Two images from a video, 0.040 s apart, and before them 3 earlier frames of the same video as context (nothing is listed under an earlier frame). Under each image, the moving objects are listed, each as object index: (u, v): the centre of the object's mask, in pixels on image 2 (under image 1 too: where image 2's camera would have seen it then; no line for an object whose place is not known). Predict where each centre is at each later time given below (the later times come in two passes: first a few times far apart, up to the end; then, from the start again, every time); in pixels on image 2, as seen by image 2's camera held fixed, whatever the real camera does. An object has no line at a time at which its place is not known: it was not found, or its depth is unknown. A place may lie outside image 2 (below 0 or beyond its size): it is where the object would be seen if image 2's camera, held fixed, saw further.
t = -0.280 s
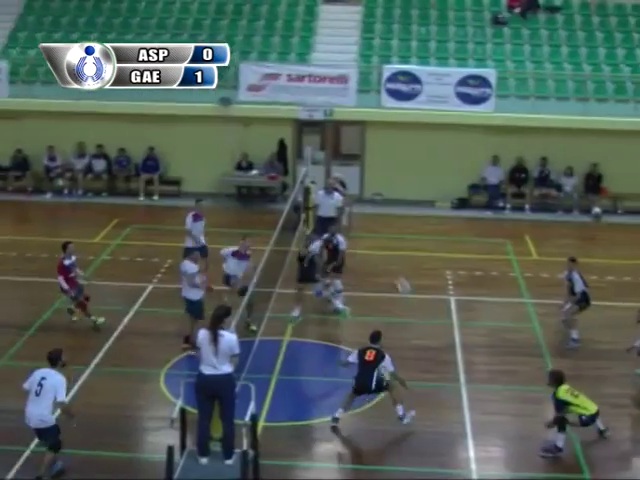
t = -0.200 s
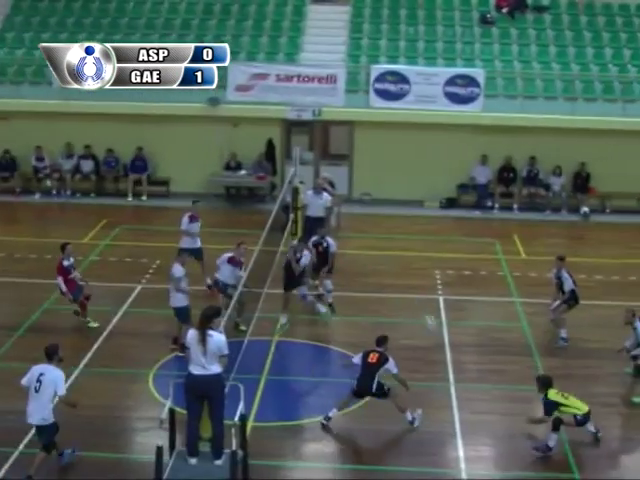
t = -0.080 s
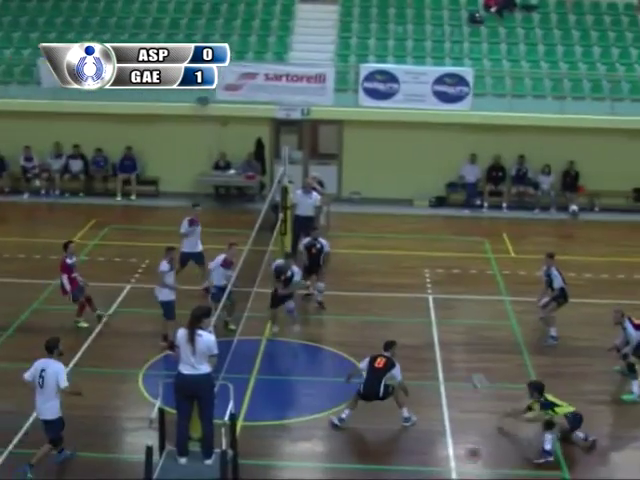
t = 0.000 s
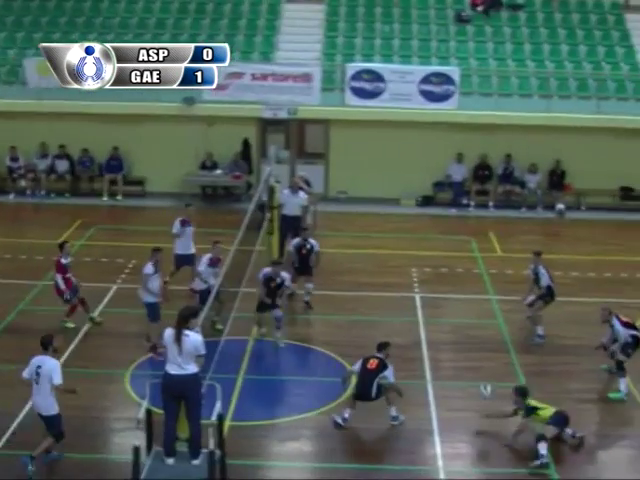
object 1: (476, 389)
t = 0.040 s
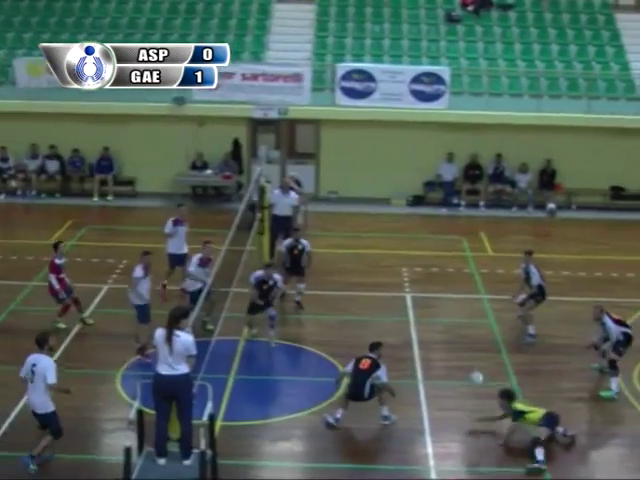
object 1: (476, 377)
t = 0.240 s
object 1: (477, 337)
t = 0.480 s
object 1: (475, 320)
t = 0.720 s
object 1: (470, 341)
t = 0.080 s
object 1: (478, 367)
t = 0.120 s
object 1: (476, 357)
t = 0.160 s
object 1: (476, 350)
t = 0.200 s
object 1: (477, 343)
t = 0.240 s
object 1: (477, 337)
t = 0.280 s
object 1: (476, 331)
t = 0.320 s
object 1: (477, 327)
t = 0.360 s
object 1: (476, 324)
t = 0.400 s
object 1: (475, 322)
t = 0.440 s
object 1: (475, 320)
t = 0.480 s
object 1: (475, 320)
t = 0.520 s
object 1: (473, 321)
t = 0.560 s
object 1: (473, 323)
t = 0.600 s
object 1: (472, 326)
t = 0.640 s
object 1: (471, 330)
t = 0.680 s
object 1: (470, 335)
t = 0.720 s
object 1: (470, 341)
